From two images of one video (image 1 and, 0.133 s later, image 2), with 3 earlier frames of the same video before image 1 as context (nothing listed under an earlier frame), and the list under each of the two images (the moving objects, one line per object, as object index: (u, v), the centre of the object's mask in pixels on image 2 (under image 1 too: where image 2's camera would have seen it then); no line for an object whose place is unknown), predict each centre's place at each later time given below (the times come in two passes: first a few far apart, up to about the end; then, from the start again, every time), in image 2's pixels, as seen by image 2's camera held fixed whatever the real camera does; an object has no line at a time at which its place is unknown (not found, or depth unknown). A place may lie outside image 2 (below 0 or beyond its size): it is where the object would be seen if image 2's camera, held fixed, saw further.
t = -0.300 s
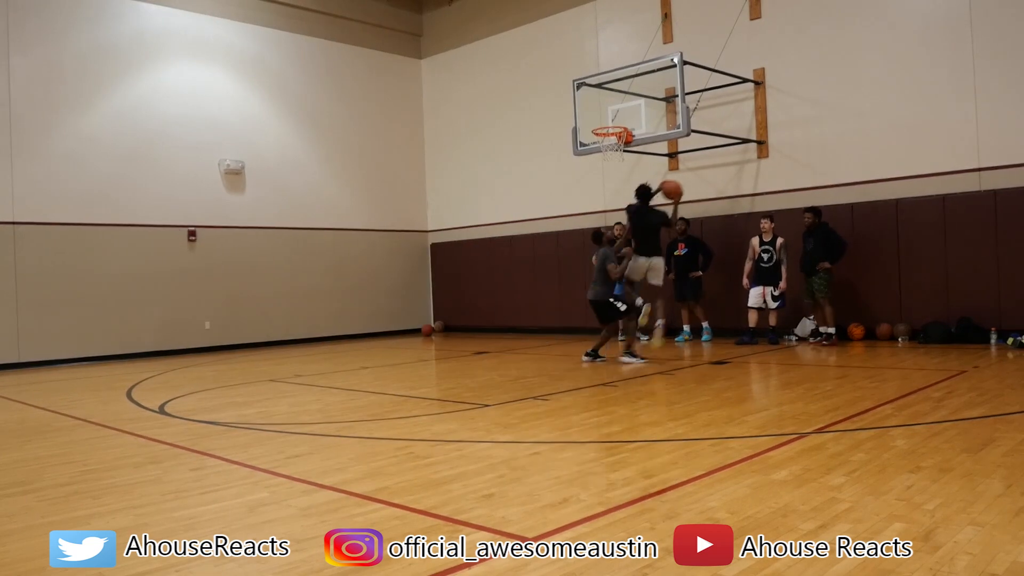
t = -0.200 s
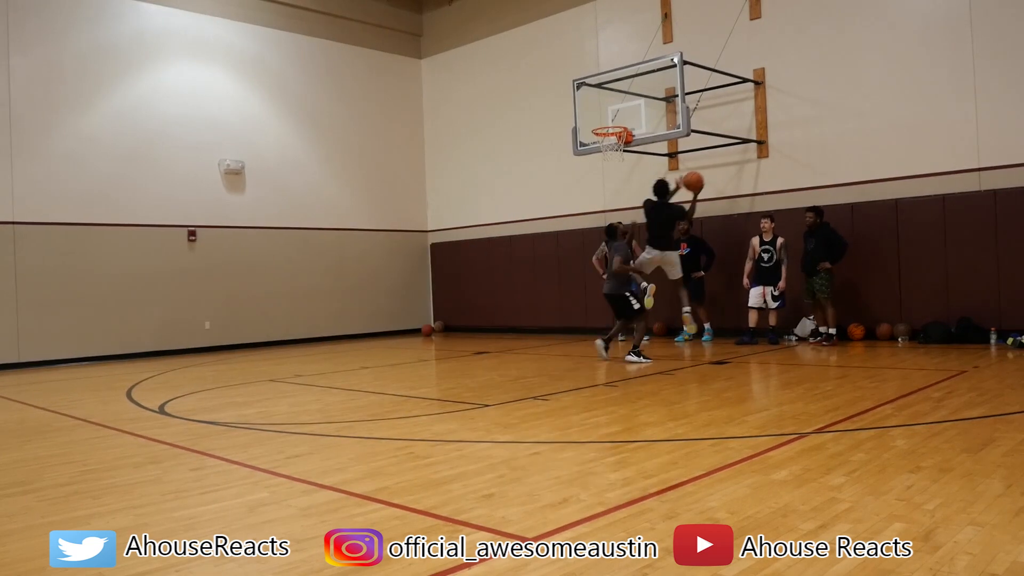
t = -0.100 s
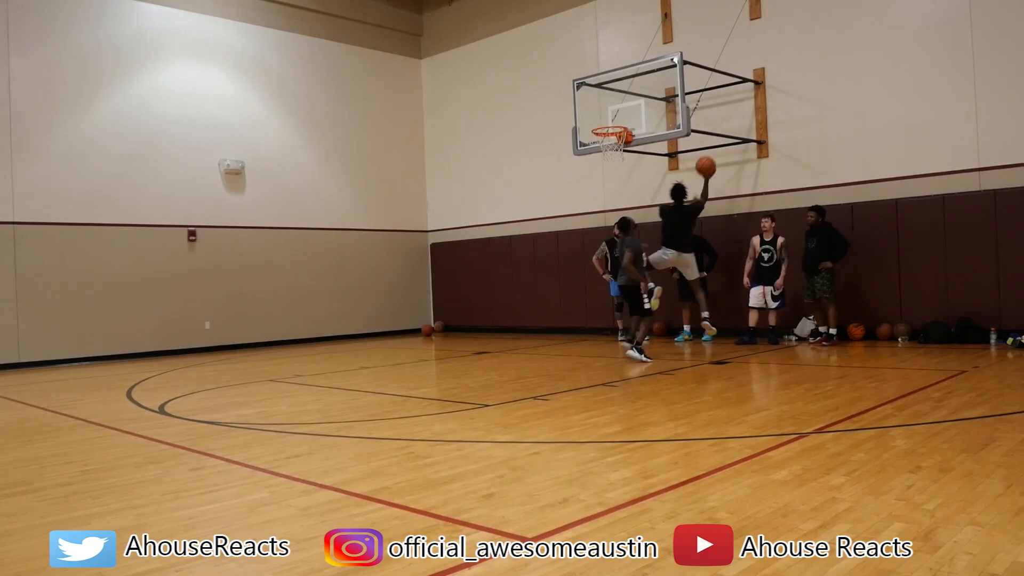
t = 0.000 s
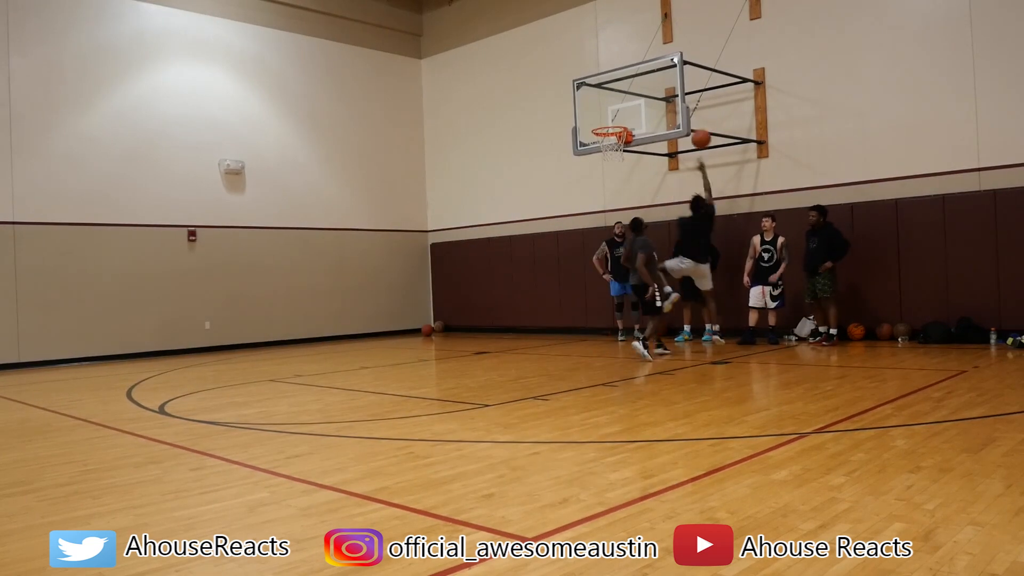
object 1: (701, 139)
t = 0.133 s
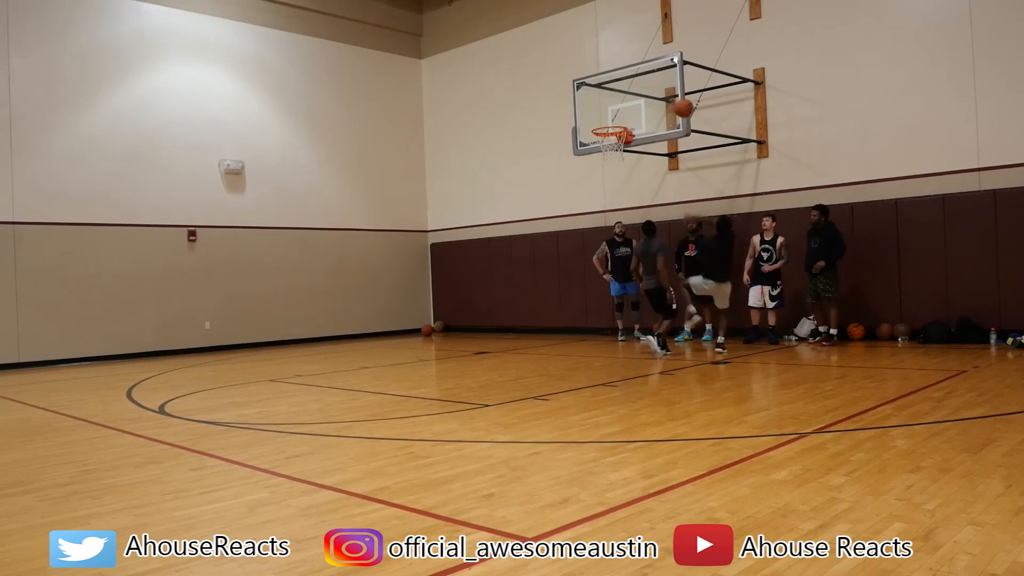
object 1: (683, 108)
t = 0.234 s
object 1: (672, 95)
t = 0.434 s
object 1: (642, 95)
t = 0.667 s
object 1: (609, 132)
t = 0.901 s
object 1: (578, 209)
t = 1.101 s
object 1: (550, 307)
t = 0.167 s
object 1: (679, 103)
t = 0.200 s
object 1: (676, 99)
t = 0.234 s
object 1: (672, 95)
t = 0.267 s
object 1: (667, 93)
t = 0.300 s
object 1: (661, 92)
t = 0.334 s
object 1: (657, 92)
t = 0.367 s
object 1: (652, 92)
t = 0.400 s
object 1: (647, 93)
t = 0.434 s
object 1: (642, 95)
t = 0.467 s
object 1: (637, 98)
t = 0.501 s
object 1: (632, 102)
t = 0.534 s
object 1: (628, 106)
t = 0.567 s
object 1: (623, 111)
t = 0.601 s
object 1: (618, 117)
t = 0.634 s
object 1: (614, 124)
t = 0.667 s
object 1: (609, 132)
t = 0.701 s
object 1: (604, 142)
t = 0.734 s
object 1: (599, 150)
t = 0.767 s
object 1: (595, 161)
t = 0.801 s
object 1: (591, 171)
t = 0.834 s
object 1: (586, 183)
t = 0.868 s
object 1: (582, 195)
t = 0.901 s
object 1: (578, 209)
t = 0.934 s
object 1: (573, 224)
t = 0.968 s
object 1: (568, 239)
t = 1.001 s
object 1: (564, 254)
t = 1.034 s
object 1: (559, 271)
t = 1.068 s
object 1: (555, 288)
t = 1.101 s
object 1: (550, 307)
